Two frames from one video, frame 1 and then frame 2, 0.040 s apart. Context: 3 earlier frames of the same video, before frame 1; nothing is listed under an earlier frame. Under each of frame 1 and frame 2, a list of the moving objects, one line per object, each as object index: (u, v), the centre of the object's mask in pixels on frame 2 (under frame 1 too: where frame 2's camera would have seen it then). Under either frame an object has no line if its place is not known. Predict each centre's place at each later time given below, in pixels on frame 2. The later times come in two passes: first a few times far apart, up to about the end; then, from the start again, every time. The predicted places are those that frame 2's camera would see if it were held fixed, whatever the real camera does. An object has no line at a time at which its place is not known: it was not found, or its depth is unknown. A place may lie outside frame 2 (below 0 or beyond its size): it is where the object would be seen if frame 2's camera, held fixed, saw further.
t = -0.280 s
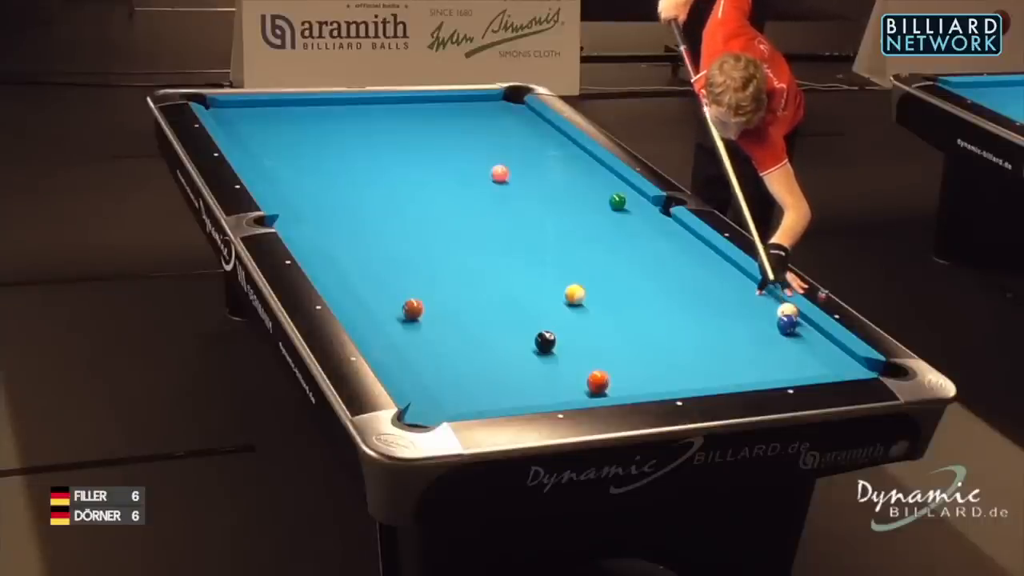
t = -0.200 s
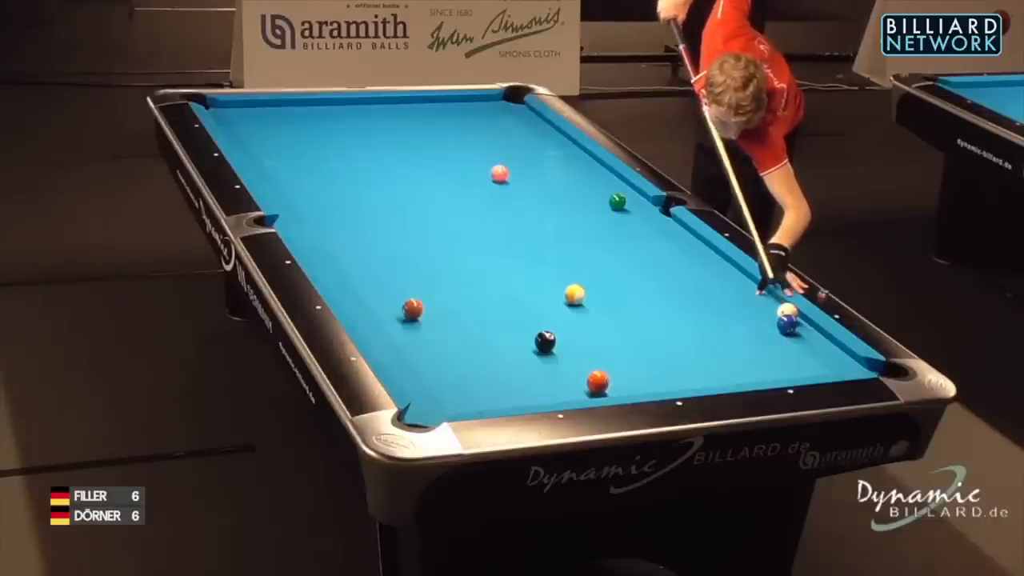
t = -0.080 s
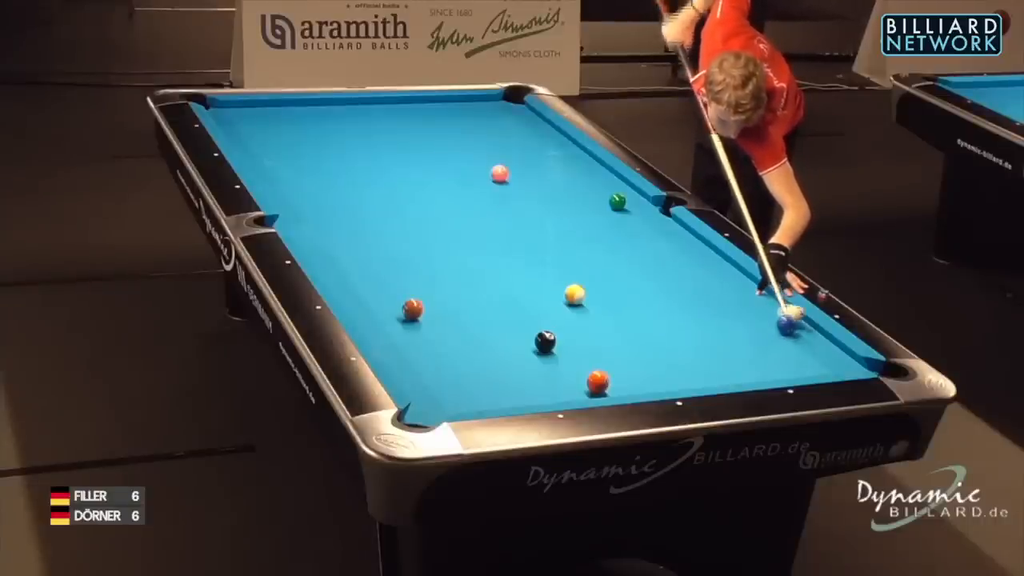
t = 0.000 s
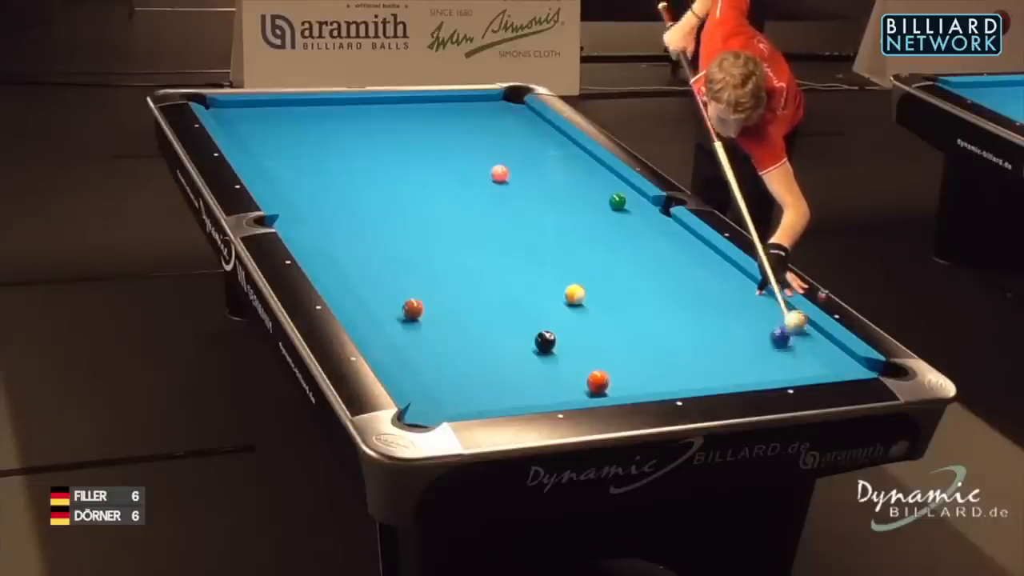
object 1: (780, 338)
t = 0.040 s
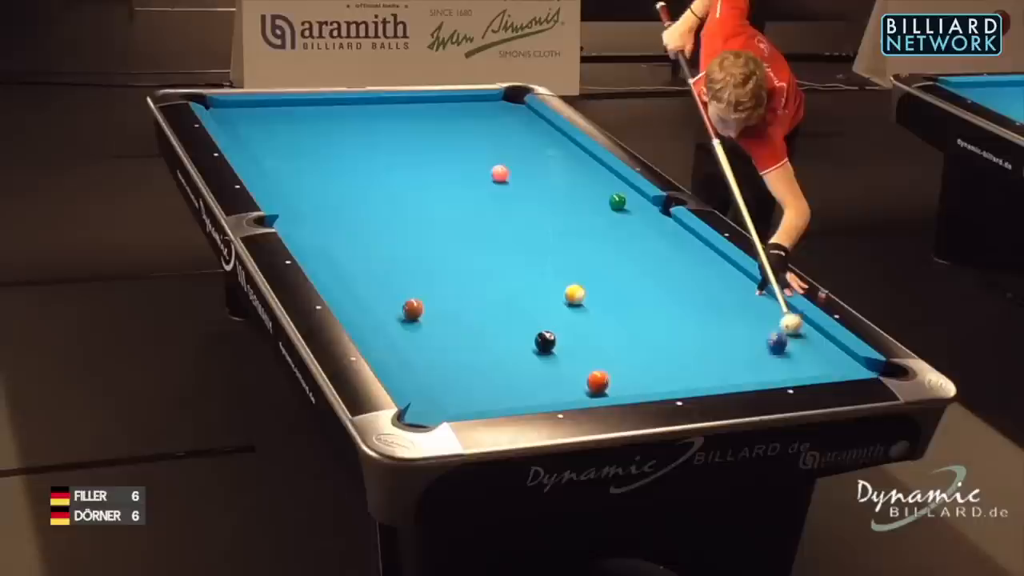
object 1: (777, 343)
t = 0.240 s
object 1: (762, 370)
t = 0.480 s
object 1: (724, 372)
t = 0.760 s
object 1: (672, 359)
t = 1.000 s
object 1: (630, 348)
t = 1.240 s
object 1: (590, 337)
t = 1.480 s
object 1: (554, 326)
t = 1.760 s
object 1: (512, 316)
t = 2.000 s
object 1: (480, 308)
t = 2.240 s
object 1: (450, 300)
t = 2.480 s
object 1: (424, 292)
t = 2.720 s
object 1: (396, 286)
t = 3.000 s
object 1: (369, 279)
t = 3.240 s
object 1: (346, 274)
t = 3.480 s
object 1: (327, 267)
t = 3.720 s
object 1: (328, 265)
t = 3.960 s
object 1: (334, 261)
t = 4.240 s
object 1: (339, 258)
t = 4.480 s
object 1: (343, 255)
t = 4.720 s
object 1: (346, 253)
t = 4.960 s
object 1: (348, 252)
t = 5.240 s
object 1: (350, 251)
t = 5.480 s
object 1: (350, 251)
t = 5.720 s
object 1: (350, 251)
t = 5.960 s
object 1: (349, 251)
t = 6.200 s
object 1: (349, 251)
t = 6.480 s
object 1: (349, 252)
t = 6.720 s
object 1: (349, 252)
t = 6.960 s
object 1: (349, 252)
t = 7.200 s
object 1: (349, 252)
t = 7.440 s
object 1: (349, 252)
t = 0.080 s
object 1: (774, 349)
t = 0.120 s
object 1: (771, 354)
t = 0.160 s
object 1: (768, 359)
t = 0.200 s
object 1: (766, 365)
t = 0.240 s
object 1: (762, 370)
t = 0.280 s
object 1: (759, 373)
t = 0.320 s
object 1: (754, 375)
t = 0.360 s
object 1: (747, 375)
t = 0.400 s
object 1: (739, 374)
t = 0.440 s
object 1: (732, 373)
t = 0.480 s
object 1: (724, 372)
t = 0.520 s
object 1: (716, 371)
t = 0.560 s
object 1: (709, 369)
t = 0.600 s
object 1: (701, 368)
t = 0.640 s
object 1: (693, 365)
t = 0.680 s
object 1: (686, 363)
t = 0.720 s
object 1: (679, 361)
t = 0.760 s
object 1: (672, 359)
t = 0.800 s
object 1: (665, 357)
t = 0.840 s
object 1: (658, 355)
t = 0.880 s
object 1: (650, 353)
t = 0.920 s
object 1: (644, 351)
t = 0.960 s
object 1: (637, 349)
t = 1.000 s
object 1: (630, 348)
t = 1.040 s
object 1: (623, 346)
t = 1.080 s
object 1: (617, 345)
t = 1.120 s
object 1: (610, 342)
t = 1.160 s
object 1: (603, 341)
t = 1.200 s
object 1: (597, 339)
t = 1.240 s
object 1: (590, 337)
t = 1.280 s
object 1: (584, 336)
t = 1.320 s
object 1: (578, 334)
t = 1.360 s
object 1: (571, 332)
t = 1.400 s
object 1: (566, 331)
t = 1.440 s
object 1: (560, 328)
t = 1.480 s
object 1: (554, 326)
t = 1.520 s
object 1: (548, 323)
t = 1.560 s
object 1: (541, 323)
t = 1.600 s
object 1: (535, 323)
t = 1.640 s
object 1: (529, 321)
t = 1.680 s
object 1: (524, 320)
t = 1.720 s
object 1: (518, 318)
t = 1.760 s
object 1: (512, 316)
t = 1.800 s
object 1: (507, 315)
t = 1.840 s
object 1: (501, 313)
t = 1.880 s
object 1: (496, 312)
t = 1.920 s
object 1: (491, 311)
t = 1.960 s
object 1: (486, 310)
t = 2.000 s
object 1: (480, 308)
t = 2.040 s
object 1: (475, 306)
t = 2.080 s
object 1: (470, 305)
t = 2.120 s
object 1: (465, 304)
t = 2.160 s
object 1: (460, 303)
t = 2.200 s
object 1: (455, 302)
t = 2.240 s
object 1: (450, 300)
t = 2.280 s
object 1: (446, 299)
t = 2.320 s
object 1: (441, 298)
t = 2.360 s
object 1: (436, 297)
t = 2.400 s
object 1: (432, 295)
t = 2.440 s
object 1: (428, 293)
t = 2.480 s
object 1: (424, 292)
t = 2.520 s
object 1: (419, 291)
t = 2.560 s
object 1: (414, 290)
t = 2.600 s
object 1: (409, 289)
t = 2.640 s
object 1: (405, 288)
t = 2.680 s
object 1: (400, 287)
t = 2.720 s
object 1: (396, 286)
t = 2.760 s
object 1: (393, 285)
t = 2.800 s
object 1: (388, 283)
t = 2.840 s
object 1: (384, 283)
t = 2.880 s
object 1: (381, 282)
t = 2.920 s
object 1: (377, 281)
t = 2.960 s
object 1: (372, 280)
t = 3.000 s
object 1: (369, 279)
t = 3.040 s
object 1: (365, 278)
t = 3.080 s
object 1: (361, 277)
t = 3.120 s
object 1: (357, 276)
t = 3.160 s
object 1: (354, 275)
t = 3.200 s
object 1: (350, 274)
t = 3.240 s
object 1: (346, 274)
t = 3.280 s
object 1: (343, 273)
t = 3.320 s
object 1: (339, 272)
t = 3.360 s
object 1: (336, 271)
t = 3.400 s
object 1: (333, 270)
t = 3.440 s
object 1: (329, 269)
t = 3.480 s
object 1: (327, 267)
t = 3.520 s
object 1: (325, 266)
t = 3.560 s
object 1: (326, 266)
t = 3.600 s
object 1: (326, 266)
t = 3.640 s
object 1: (327, 265)
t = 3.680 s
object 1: (328, 265)
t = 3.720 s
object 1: (328, 265)
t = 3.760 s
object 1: (329, 264)
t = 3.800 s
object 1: (330, 263)
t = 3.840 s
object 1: (331, 263)
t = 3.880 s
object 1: (332, 262)
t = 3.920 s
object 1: (333, 262)
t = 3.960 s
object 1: (334, 261)
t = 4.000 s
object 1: (334, 261)
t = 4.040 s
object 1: (335, 260)
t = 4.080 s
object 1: (336, 260)
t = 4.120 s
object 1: (337, 259)
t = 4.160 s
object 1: (338, 259)
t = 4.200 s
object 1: (339, 258)
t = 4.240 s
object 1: (339, 258)
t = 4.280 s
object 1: (340, 258)
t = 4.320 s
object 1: (340, 257)
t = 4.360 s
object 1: (341, 257)
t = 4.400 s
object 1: (342, 256)
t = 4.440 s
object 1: (343, 256)
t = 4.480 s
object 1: (343, 255)
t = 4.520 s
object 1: (344, 255)
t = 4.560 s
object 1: (344, 255)
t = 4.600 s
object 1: (345, 254)
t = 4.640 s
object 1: (345, 254)
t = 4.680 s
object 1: (346, 254)
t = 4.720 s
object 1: (346, 253)
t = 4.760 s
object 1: (347, 253)
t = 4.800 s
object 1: (347, 253)
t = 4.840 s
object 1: (347, 253)
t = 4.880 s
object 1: (347, 253)
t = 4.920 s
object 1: (348, 252)
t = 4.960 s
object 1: (348, 252)
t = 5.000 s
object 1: (348, 252)
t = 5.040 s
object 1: (349, 252)
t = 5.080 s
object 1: (349, 252)
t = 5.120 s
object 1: (349, 252)
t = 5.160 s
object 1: (349, 251)
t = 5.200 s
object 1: (349, 251)
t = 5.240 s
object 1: (350, 251)
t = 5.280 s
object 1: (350, 251)
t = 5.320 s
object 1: (350, 251)
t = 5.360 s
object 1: (350, 251)
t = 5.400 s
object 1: (350, 251)
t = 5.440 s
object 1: (350, 251)
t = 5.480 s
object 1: (350, 251)
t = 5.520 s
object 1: (350, 251)
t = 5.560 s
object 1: (350, 251)
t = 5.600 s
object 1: (350, 251)
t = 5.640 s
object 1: (350, 251)
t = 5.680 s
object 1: (350, 251)
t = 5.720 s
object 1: (350, 251)
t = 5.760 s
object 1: (350, 251)
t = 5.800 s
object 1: (350, 251)
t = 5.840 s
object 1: (349, 251)
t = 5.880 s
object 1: (349, 251)
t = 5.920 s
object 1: (349, 251)
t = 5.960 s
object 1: (349, 251)
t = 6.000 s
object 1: (350, 251)
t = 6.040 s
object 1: (349, 251)
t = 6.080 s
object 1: (349, 251)
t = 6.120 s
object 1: (349, 251)
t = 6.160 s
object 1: (349, 252)
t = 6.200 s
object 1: (349, 251)
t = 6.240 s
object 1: (349, 252)
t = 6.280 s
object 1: (349, 252)
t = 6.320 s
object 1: (349, 252)
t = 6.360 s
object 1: (349, 252)
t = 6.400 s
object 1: (349, 252)
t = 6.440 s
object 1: (349, 252)
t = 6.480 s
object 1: (349, 252)
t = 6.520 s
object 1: (349, 252)
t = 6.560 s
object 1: (349, 252)
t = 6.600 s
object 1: (349, 252)
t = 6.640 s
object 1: (349, 252)
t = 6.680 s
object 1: (349, 252)
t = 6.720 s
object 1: (349, 252)
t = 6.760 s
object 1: (349, 252)
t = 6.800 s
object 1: (349, 252)
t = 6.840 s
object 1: (349, 252)
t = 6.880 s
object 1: (349, 252)
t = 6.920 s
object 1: (349, 252)
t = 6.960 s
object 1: (349, 252)
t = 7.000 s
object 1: (349, 252)
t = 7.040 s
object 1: (349, 252)
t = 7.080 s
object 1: (349, 252)
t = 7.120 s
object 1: (349, 252)
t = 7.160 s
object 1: (349, 252)
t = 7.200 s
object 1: (349, 252)
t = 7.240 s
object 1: (349, 252)
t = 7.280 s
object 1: (349, 252)
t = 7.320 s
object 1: (349, 252)
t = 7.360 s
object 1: (349, 252)
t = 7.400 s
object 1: (349, 252)
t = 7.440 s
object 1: (349, 252)
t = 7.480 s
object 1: (349, 252)
